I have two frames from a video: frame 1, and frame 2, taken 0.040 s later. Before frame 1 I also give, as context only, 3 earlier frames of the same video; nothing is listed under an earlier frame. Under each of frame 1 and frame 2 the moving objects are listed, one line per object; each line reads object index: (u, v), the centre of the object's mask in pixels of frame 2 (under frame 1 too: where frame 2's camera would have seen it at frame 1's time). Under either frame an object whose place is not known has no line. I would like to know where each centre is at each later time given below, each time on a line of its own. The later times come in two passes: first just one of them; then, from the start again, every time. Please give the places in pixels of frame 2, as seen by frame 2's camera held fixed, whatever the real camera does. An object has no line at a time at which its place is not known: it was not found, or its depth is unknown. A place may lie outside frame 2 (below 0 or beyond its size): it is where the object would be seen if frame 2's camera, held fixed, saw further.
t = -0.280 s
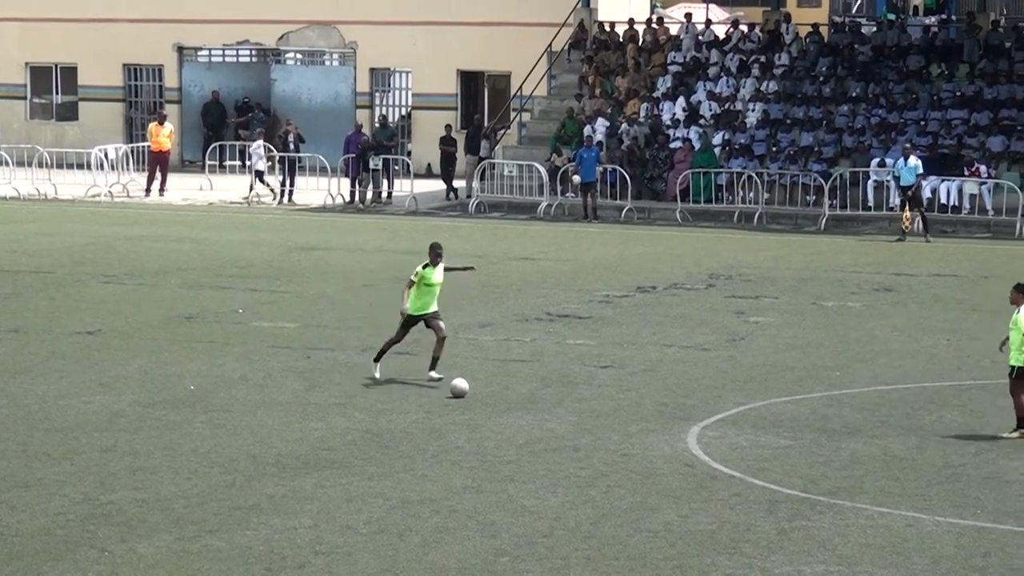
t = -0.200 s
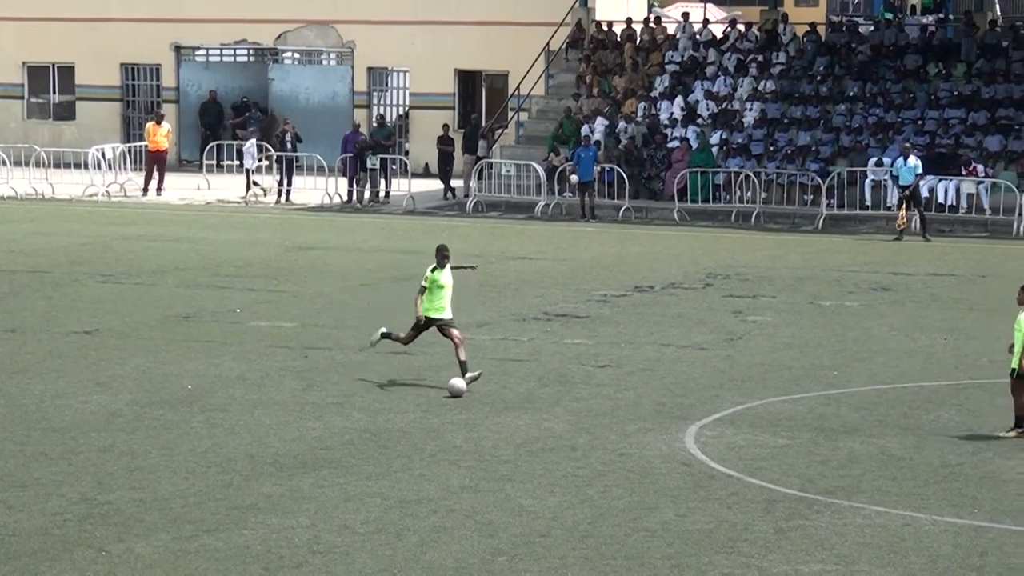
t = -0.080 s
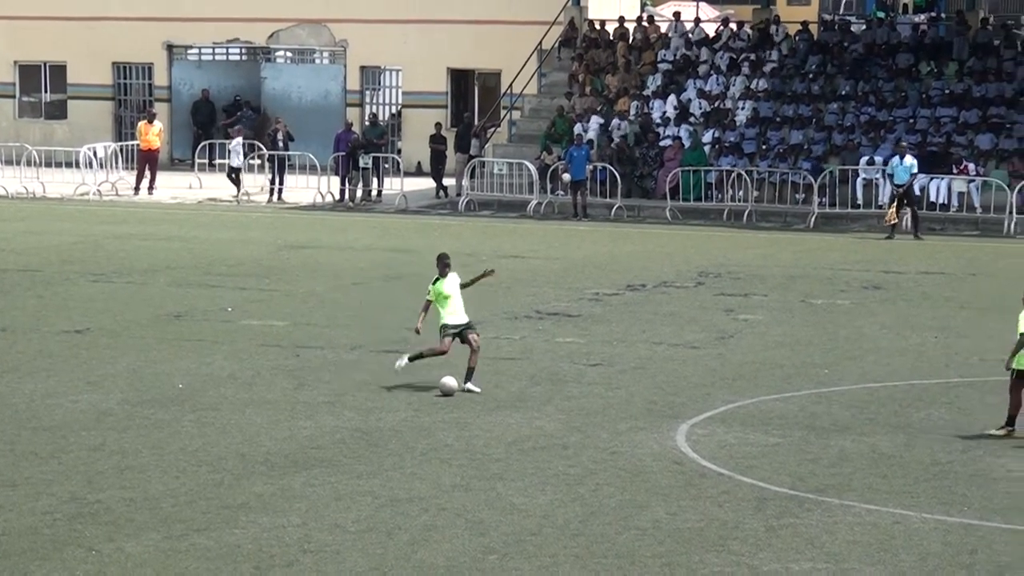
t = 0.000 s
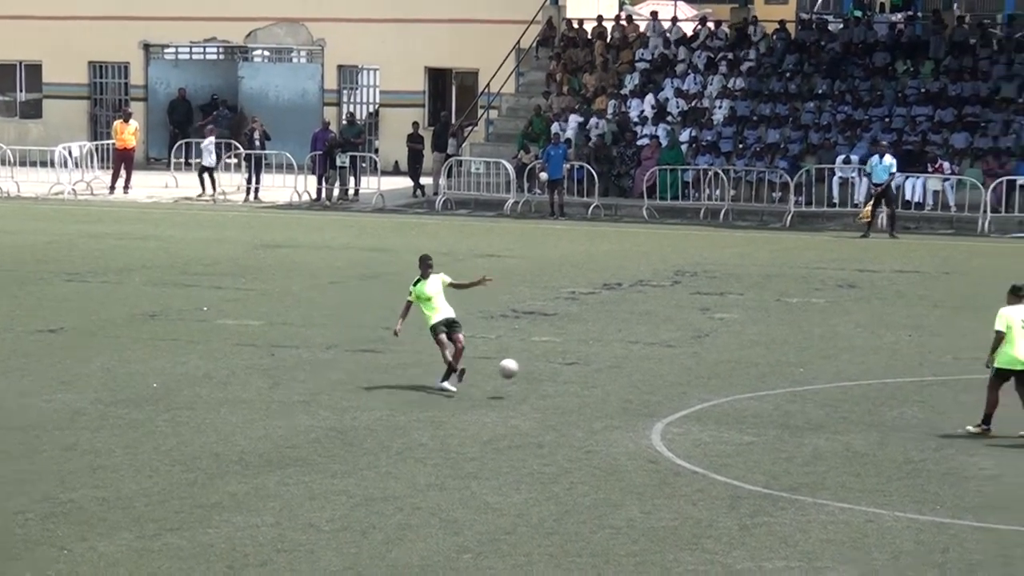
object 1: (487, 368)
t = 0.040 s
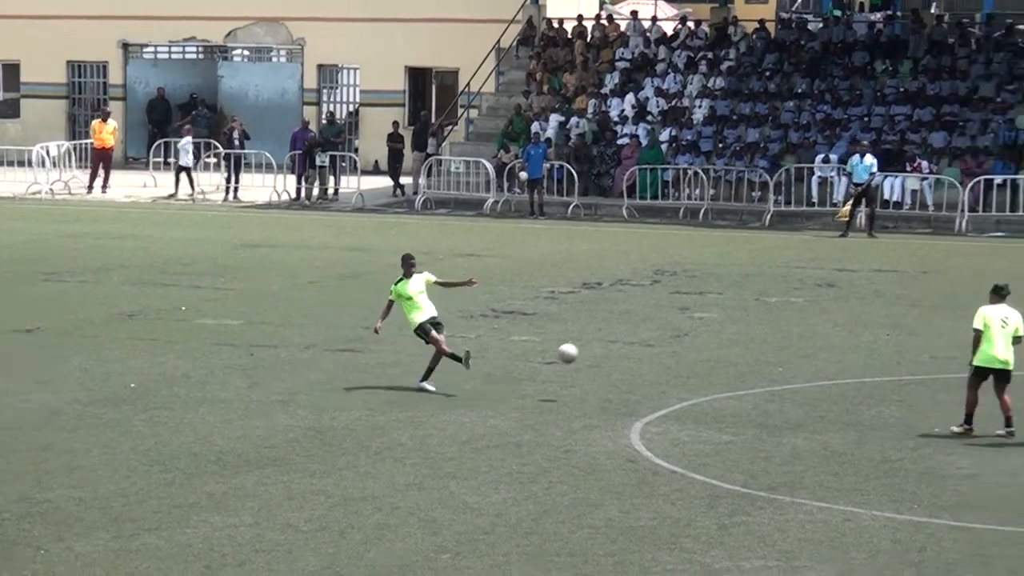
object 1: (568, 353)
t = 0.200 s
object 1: (889, 305)
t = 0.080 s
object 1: (648, 339)
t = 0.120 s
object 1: (727, 327)
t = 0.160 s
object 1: (808, 316)
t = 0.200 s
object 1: (889, 305)
